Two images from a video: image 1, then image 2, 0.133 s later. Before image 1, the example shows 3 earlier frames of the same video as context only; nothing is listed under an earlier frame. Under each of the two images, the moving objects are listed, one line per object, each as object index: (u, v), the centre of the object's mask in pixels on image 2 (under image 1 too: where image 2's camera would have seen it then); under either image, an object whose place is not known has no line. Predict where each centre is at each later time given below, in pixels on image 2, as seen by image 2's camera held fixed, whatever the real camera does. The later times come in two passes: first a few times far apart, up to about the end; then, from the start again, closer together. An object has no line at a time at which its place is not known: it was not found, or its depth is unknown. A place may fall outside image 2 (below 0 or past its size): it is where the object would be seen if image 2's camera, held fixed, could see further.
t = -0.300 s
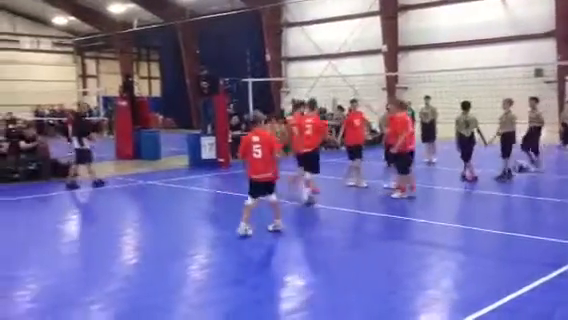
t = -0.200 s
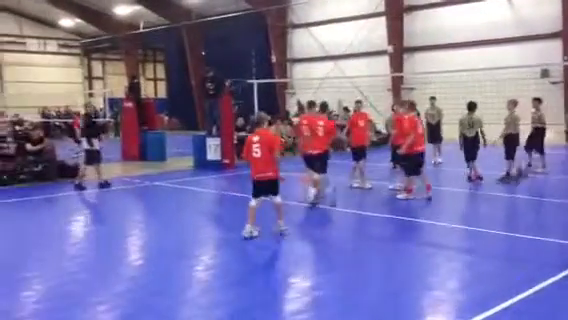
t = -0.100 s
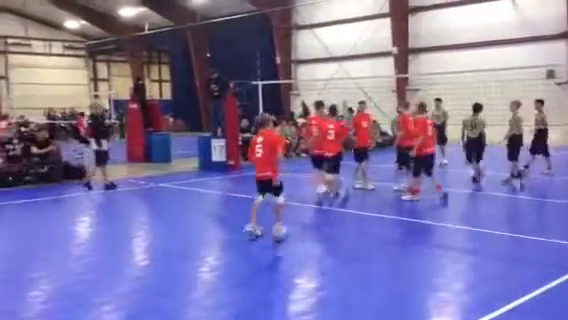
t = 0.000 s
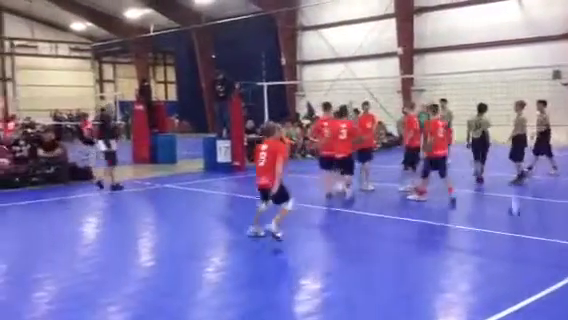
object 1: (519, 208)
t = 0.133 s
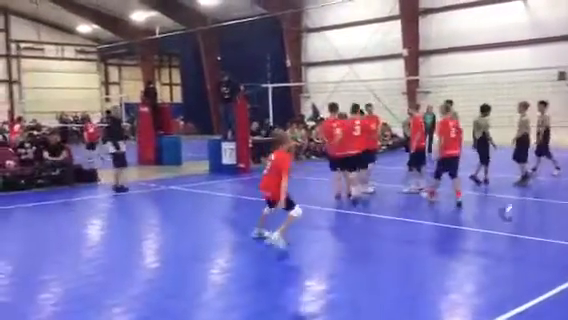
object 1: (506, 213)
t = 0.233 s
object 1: (498, 207)
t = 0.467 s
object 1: (469, 227)
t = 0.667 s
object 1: (443, 245)
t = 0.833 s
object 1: (413, 258)
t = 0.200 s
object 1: (501, 208)
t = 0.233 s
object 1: (498, 207)
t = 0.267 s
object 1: (495, 208)
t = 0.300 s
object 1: (490, 208)
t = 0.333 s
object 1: (487, 212)
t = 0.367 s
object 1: (484, 214)
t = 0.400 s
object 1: (477, 215)
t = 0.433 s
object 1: (475, 220)
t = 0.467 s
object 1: (469, 227)
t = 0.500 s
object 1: (464, 238)
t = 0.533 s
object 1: (461, 248)
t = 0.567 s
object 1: (455, 250)
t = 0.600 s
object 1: (449, 247)
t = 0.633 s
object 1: (445, 244)
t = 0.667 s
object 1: (443, 245)
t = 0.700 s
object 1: (434, 243)
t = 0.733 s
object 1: (428, 244)
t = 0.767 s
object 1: (422, 248)
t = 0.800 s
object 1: (416, 251)
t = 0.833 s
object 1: (413, 258)
